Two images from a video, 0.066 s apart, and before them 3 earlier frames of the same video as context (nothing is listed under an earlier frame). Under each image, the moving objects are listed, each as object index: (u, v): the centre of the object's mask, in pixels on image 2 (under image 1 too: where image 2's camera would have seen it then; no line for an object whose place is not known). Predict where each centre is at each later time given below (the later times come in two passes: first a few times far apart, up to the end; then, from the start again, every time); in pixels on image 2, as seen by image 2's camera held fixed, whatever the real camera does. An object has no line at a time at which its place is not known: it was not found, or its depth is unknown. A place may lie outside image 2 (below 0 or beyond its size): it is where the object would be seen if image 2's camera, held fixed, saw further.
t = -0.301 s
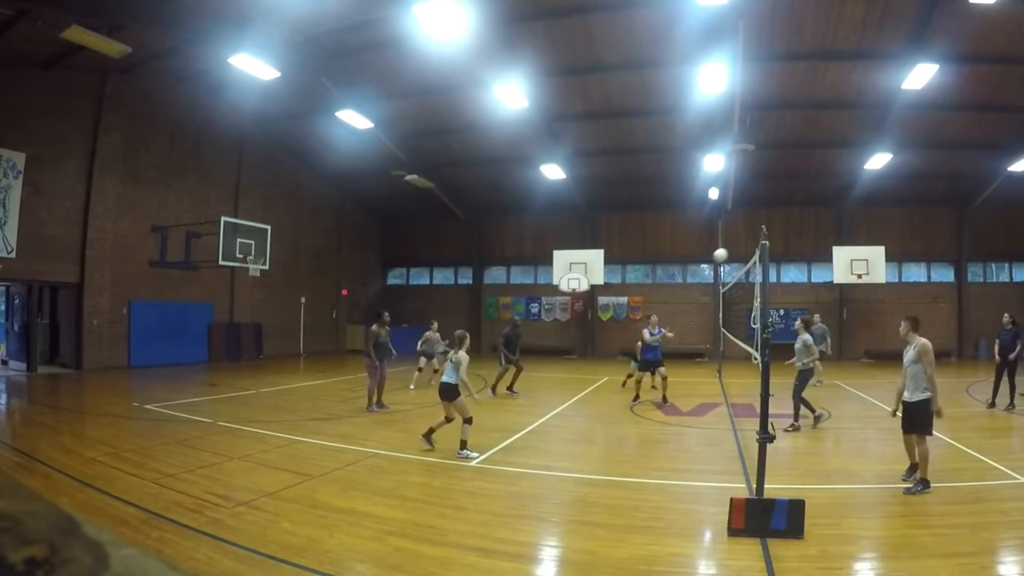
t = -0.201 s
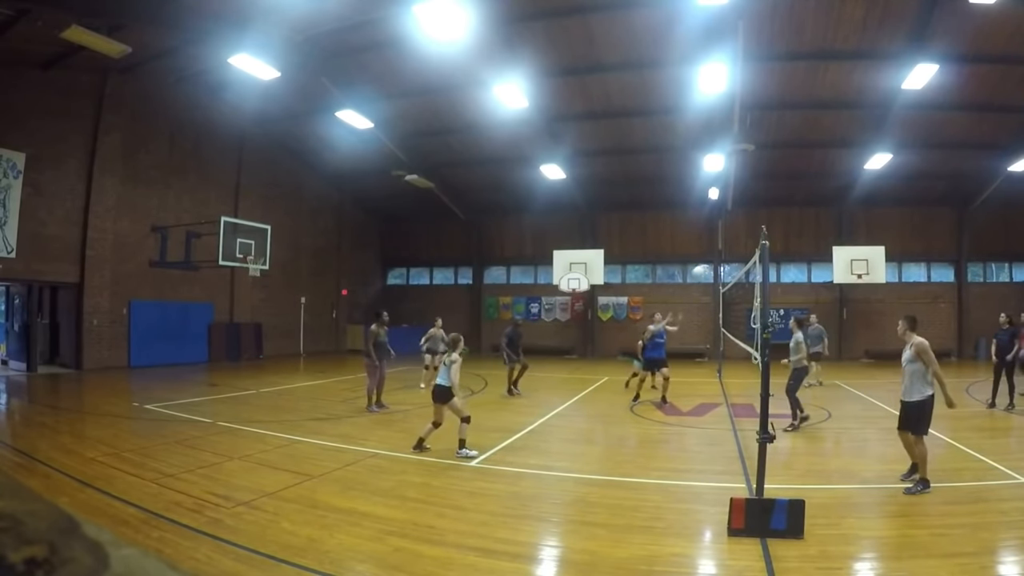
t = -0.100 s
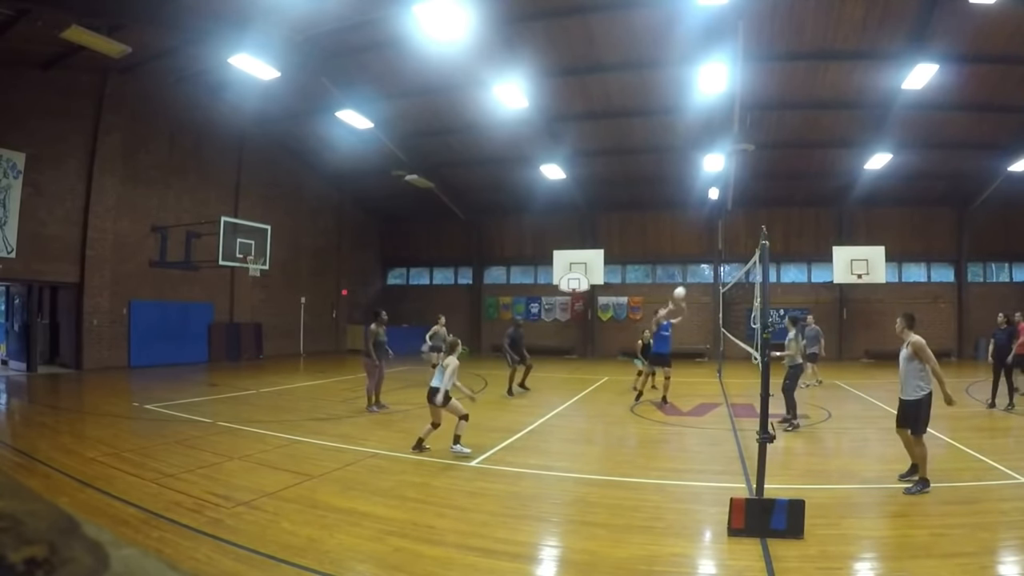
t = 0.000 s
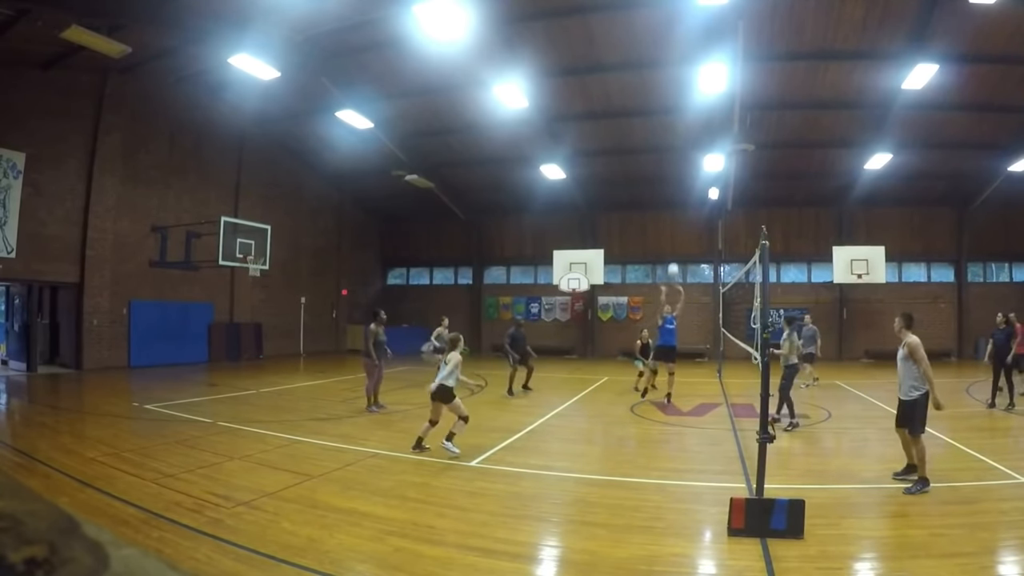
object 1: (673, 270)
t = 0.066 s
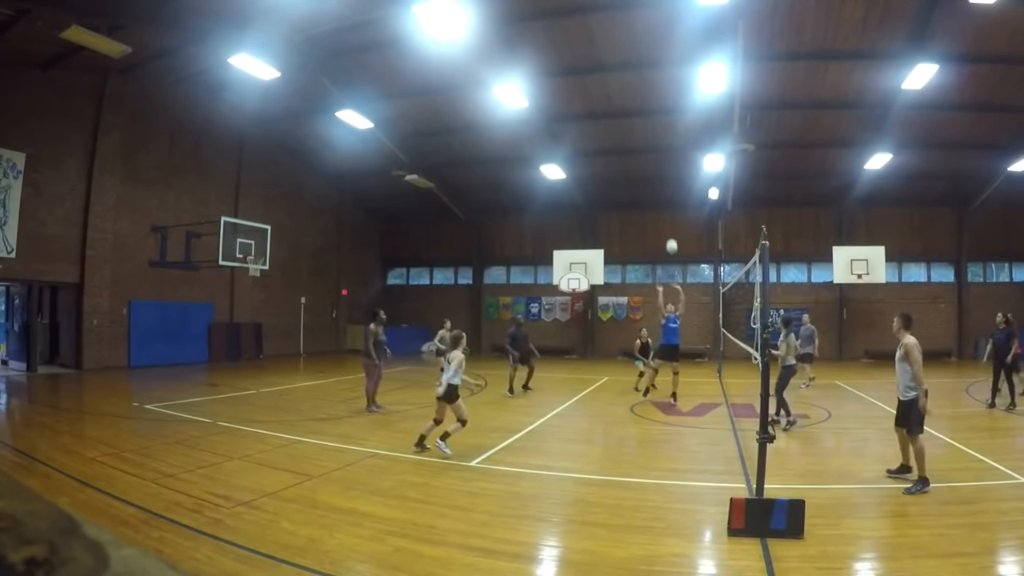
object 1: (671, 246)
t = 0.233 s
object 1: (667, 196)
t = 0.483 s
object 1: (660, 147)
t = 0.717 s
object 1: (655, 129)
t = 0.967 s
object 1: (650, 142)
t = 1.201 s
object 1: (646, 188)
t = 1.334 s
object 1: (644, 232)
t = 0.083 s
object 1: (671, 241)
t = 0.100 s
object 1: (670, 235)
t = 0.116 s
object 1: (670, 230)
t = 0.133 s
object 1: (670, 224)
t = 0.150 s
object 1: (669, 219)
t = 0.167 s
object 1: (669, 214)
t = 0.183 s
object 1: (668, 210)
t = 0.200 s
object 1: (668, 205)
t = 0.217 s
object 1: (667, 200)
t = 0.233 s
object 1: (667, 196)
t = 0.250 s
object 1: (666, 192)
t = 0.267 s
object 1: (666, 188)
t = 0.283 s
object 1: (665, 184)
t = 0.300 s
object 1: (665, 180)
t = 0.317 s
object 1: (665, 176)
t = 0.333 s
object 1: (664, 173)
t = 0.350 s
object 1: (664, 169)
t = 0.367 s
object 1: (663, 166)
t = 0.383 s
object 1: (663, 163)
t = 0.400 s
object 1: (663, 160)
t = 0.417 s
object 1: (662, 157)
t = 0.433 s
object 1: (662, 154)
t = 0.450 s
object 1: (661, 152)
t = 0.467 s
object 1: (661, 149)
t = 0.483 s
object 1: (660, 147)
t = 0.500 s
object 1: (660, 145)
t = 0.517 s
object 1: (660, 143)
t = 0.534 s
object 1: (659, 141)
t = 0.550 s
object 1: (659, 139)
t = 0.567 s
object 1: (659, 138)
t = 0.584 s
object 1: (658, 136)
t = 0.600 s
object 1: (658, 135)
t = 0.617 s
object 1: (657, 134)
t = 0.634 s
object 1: (657, 132)
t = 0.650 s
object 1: (657, 132)
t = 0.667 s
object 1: (656, 131)
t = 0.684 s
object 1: (656, 130)
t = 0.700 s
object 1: (655, 130)
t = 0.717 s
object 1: (655, 129)
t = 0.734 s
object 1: (655, 129)
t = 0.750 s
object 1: (655, 129)
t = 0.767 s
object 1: (654, 129)
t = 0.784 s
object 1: (654, 129)
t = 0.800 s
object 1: (654, 130)
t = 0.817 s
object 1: (653, 130)
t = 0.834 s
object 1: (653, 131)
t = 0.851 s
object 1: (652, 132)
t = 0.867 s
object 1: (652, 133)
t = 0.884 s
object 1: (652, 134)
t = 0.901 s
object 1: (651, 135)
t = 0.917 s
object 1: (651, 137)
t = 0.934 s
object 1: (651, 139)
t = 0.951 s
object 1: (651, 140)
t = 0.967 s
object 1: (650, 142)
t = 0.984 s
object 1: (650, 145)
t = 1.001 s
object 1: (650, 147)
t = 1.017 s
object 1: (649, 149)
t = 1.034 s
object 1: (649, 152)
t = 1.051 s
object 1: (649, 155)
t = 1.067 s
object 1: (648, 158)
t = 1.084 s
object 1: (648, 161)
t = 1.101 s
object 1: (648, 164)
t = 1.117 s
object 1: (648, 168)
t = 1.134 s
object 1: (647, 171)
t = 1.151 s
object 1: (647, 175)
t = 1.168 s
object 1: (647, 179)
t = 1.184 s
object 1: (647, 184)
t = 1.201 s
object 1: (646, 188)
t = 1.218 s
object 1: (646, 193)
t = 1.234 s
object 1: (646, 198)
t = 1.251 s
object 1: (646, 203)
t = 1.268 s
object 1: (645, 208)
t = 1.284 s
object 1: (645, 214)
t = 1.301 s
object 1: (645, 219)
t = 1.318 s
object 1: (644, 225)
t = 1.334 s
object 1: (644, 232)
